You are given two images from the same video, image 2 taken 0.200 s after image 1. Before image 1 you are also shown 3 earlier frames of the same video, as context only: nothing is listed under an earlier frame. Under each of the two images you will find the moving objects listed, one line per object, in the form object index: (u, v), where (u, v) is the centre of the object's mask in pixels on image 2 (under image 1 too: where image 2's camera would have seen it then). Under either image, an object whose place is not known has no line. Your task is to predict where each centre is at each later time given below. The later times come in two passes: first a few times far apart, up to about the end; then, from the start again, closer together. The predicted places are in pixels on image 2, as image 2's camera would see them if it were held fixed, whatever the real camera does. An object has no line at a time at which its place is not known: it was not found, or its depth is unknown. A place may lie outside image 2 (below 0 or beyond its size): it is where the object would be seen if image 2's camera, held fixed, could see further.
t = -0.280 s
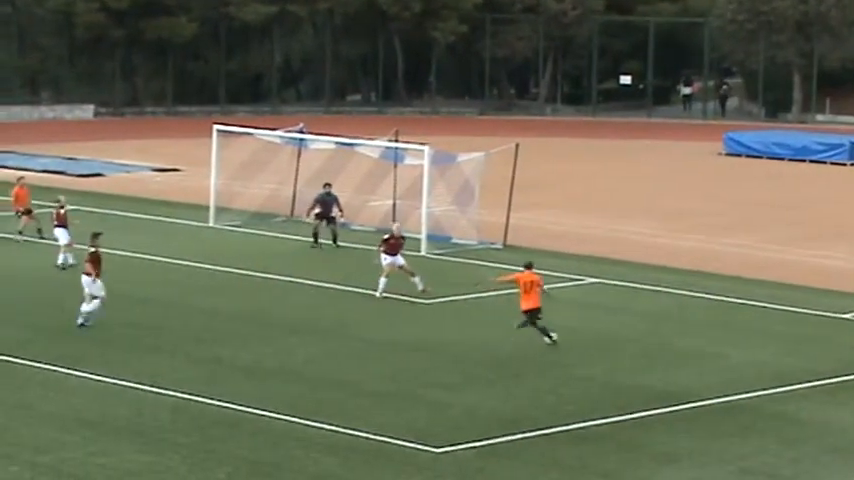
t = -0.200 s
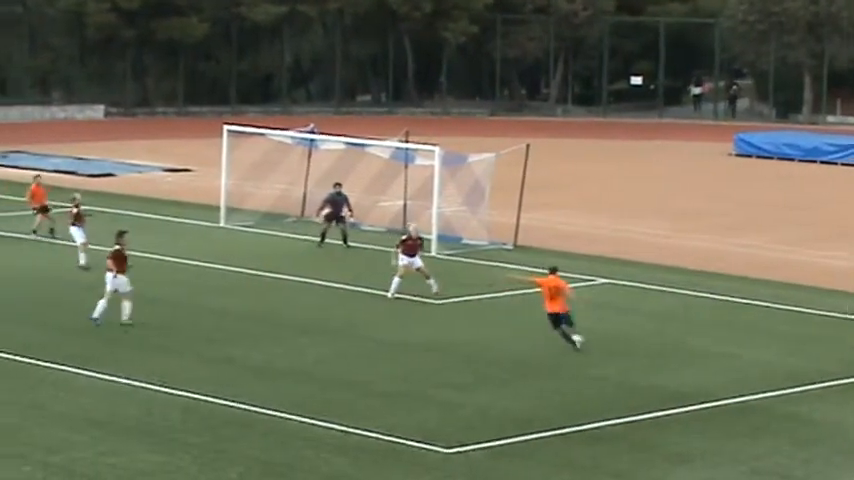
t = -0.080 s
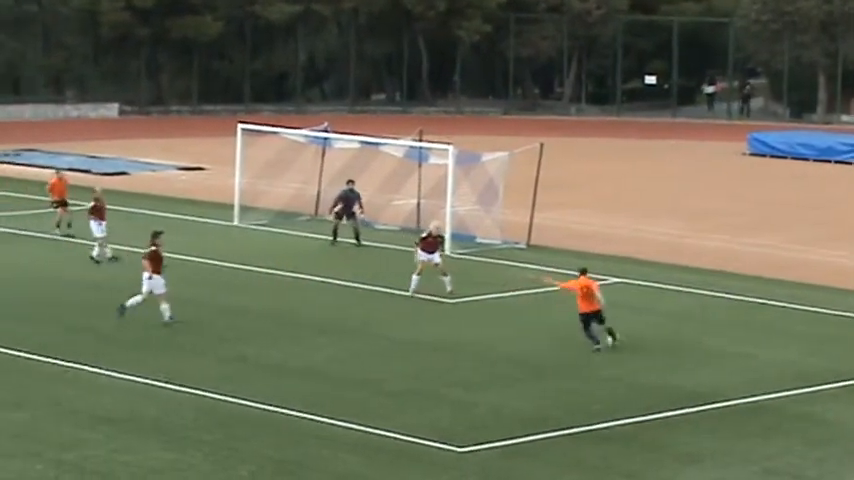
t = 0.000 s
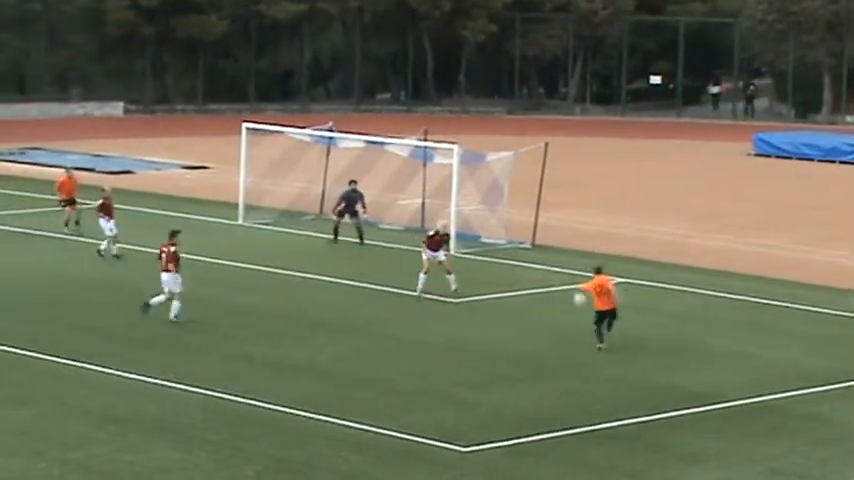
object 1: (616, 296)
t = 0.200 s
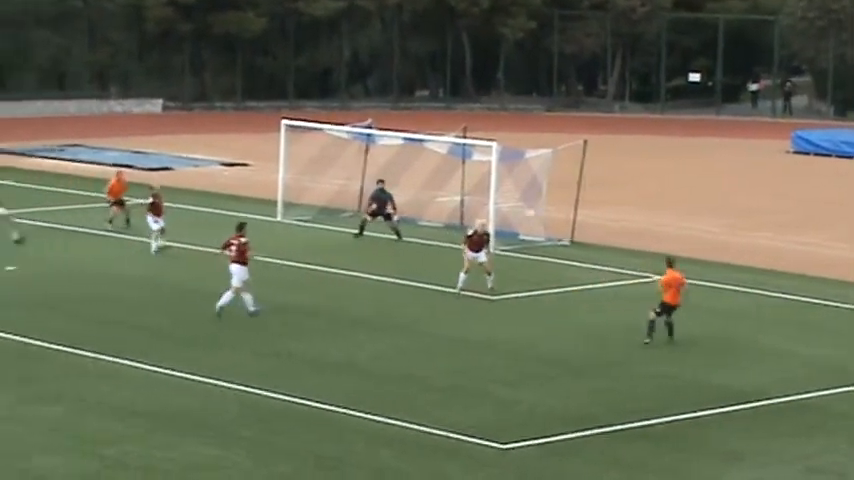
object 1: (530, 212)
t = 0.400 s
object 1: (451, 154)
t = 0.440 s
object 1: (444, 150)
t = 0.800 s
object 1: (307, 97)
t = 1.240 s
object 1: (166, 104)
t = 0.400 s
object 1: (451, 154)
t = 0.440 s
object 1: (444, 150)
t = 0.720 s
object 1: (334, 103)
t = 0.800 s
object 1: (307, 97)
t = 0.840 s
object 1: (294, 95)
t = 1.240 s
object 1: (166, 104)
